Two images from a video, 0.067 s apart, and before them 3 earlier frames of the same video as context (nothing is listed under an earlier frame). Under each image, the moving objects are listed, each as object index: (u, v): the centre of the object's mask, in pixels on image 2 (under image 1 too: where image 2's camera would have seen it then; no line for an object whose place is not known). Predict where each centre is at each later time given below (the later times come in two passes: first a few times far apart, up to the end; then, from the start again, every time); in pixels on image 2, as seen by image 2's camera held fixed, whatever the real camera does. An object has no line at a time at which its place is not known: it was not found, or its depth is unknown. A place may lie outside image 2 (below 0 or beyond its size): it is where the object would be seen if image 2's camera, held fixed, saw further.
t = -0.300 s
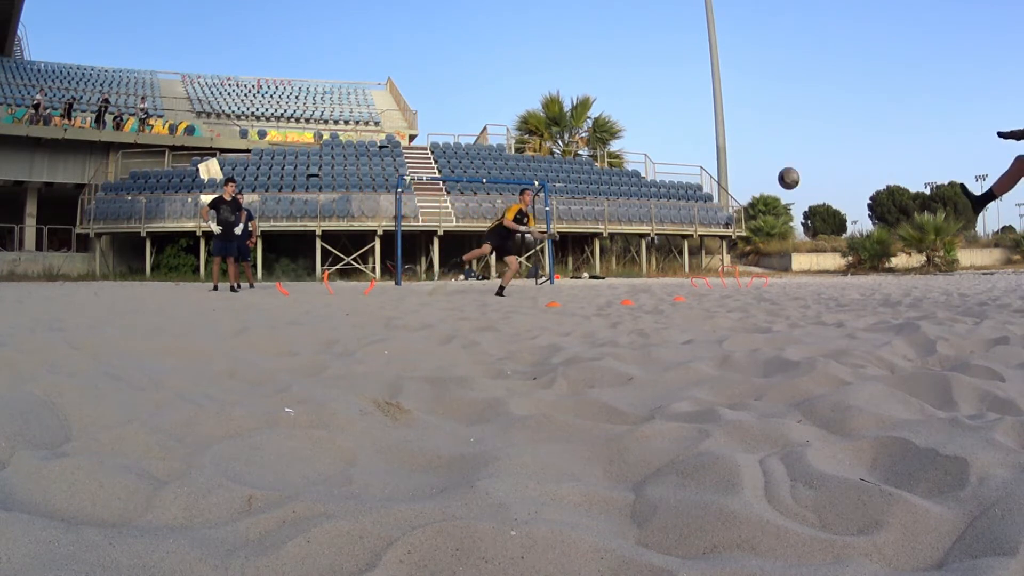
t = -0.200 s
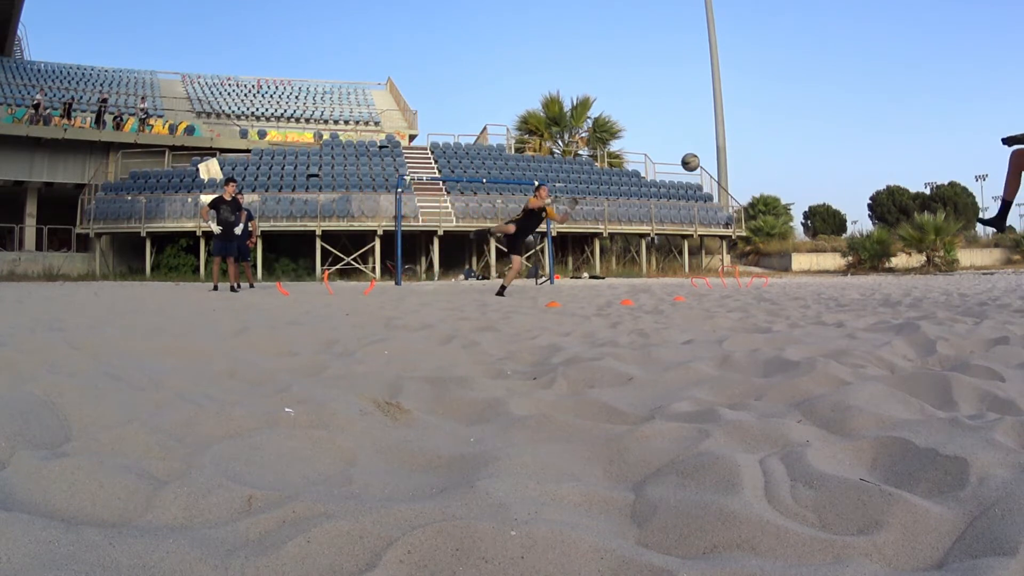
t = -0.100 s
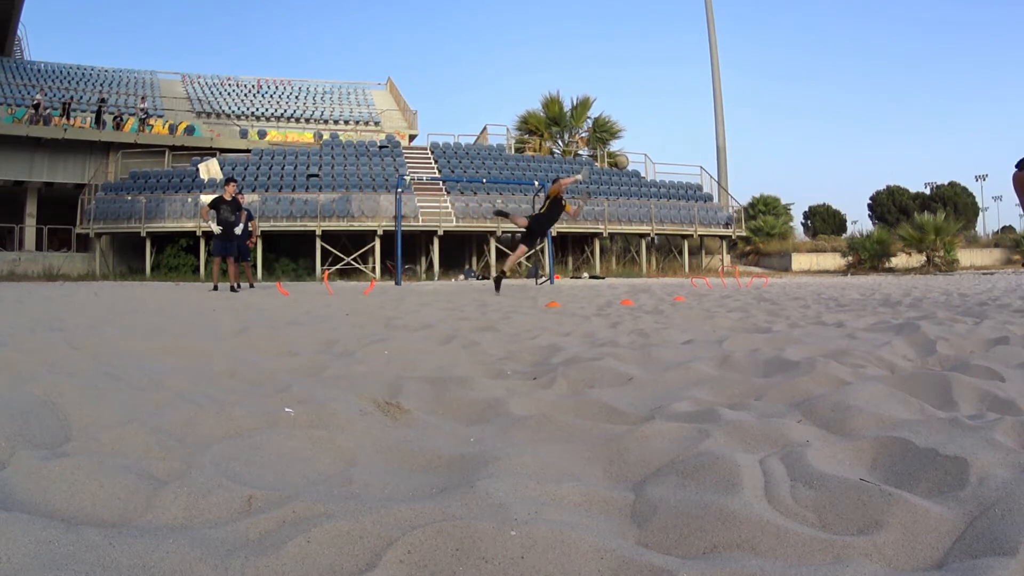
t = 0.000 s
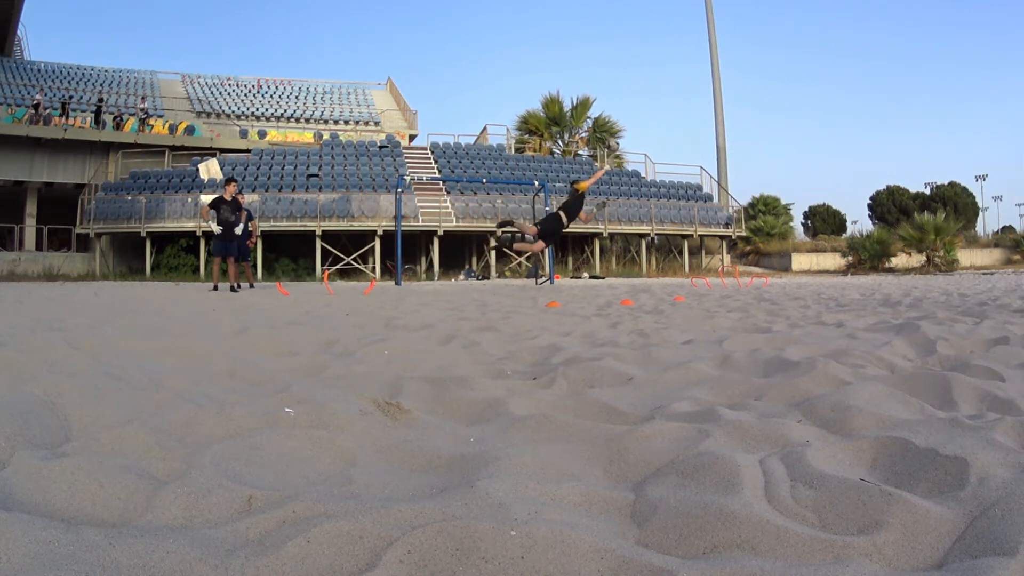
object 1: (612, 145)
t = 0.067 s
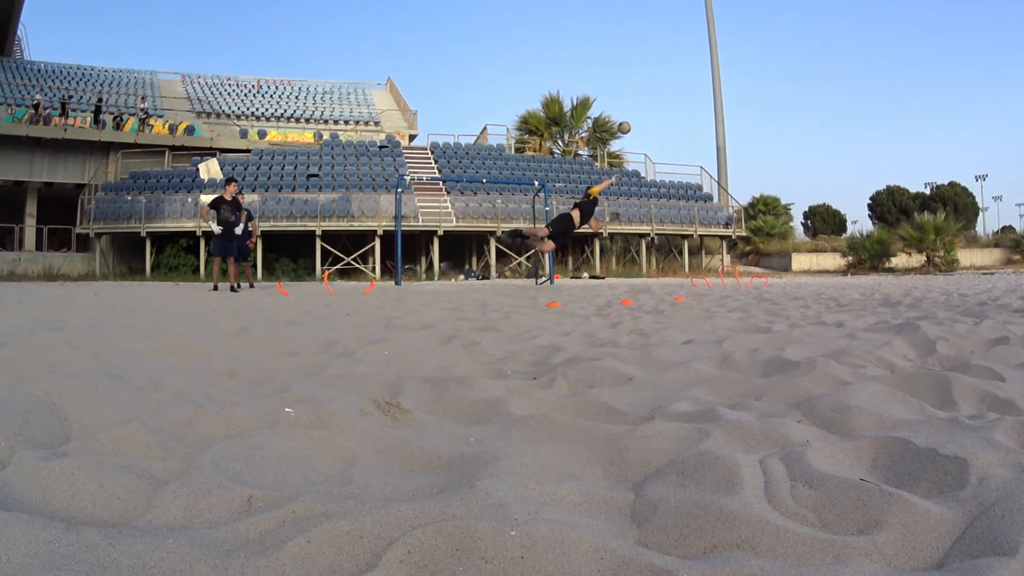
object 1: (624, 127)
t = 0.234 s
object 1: (648, 103)
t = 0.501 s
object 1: (675, 100)
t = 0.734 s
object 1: (694, 120)
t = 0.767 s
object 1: (696, 125)
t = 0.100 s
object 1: (629, 121)
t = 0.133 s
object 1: (634, 115)
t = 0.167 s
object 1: (639, 110)
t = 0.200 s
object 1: (643, 106)
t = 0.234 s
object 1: (648, 103)
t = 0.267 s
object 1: (651, 100)
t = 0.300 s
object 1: (655, 99)
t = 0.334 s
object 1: (659, 98)
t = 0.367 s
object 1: (662, 97)
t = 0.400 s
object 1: (666, 97)
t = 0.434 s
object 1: (669, 97)
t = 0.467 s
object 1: (672, 99)
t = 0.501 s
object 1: (675, 100)
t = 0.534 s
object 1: (678, 102)
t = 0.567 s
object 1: (681, 104)
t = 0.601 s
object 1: (684, 107)
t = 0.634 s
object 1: (686, 110)
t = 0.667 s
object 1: (689, 113)
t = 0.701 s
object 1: (691, 116)
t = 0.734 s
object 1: (694, 120)
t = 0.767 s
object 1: (696, 125)
